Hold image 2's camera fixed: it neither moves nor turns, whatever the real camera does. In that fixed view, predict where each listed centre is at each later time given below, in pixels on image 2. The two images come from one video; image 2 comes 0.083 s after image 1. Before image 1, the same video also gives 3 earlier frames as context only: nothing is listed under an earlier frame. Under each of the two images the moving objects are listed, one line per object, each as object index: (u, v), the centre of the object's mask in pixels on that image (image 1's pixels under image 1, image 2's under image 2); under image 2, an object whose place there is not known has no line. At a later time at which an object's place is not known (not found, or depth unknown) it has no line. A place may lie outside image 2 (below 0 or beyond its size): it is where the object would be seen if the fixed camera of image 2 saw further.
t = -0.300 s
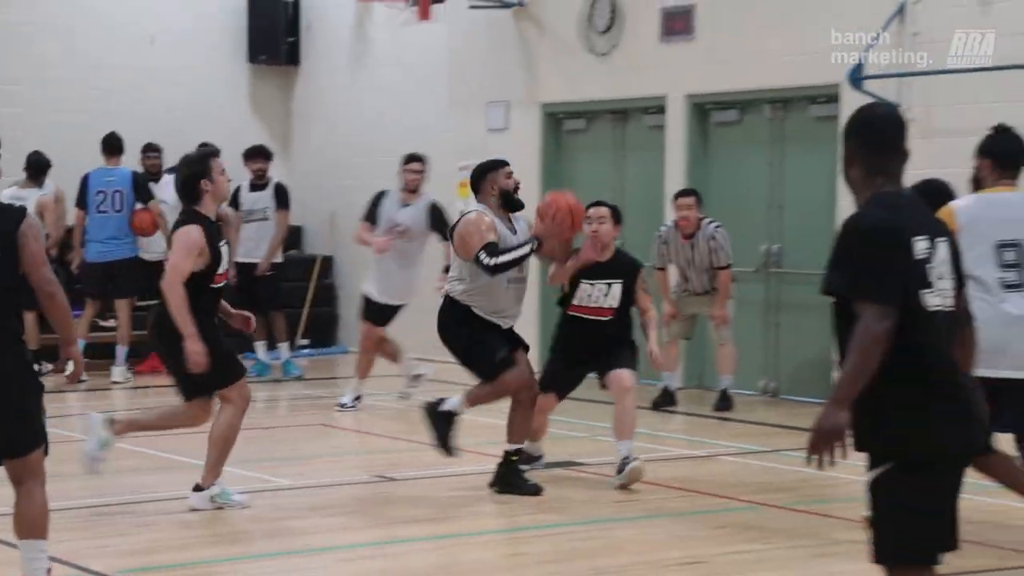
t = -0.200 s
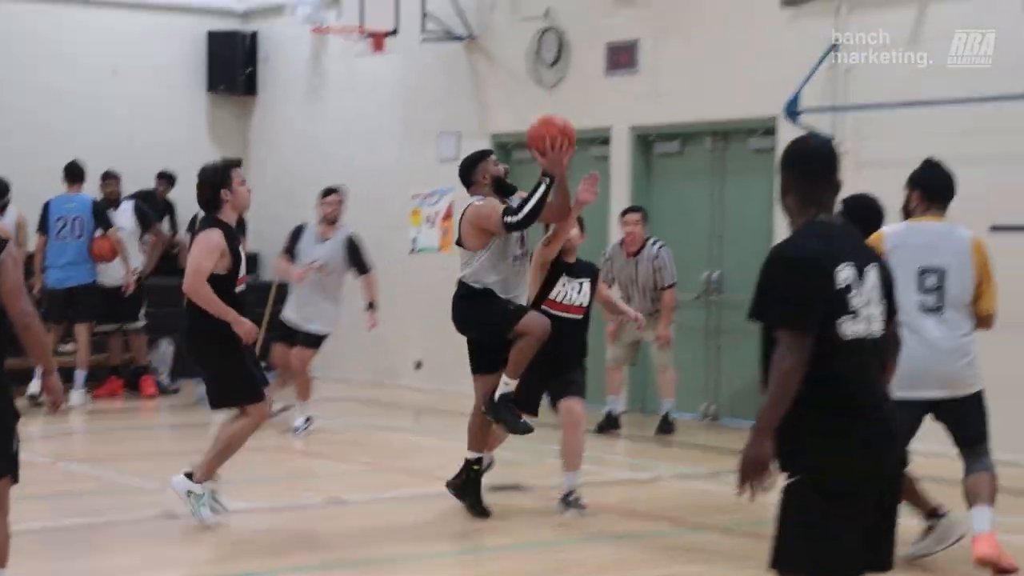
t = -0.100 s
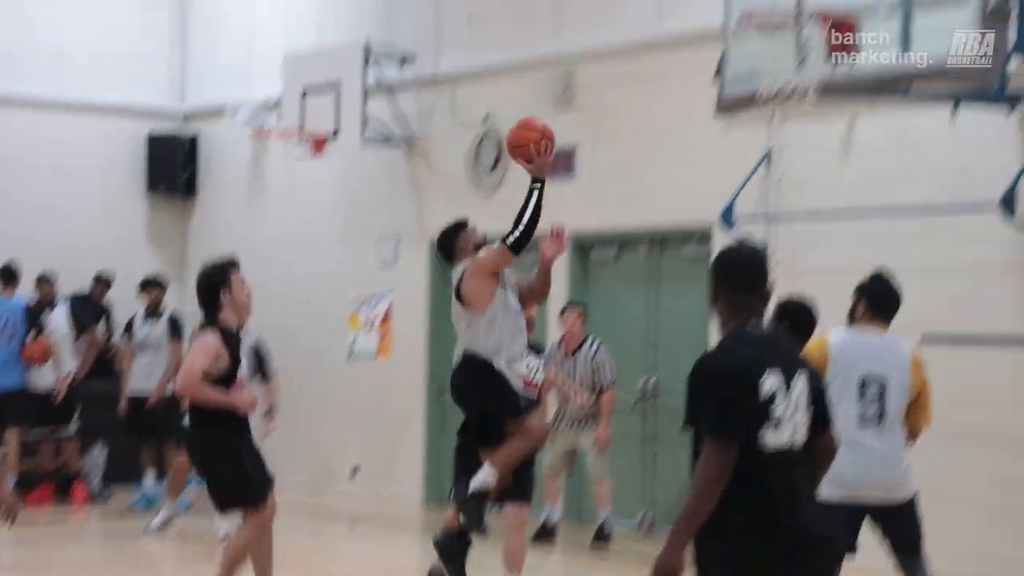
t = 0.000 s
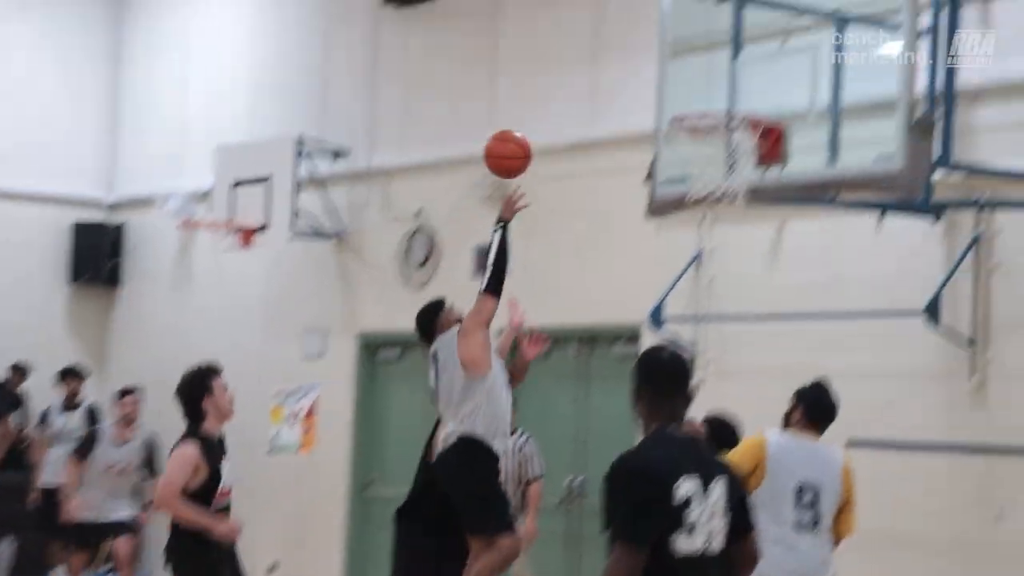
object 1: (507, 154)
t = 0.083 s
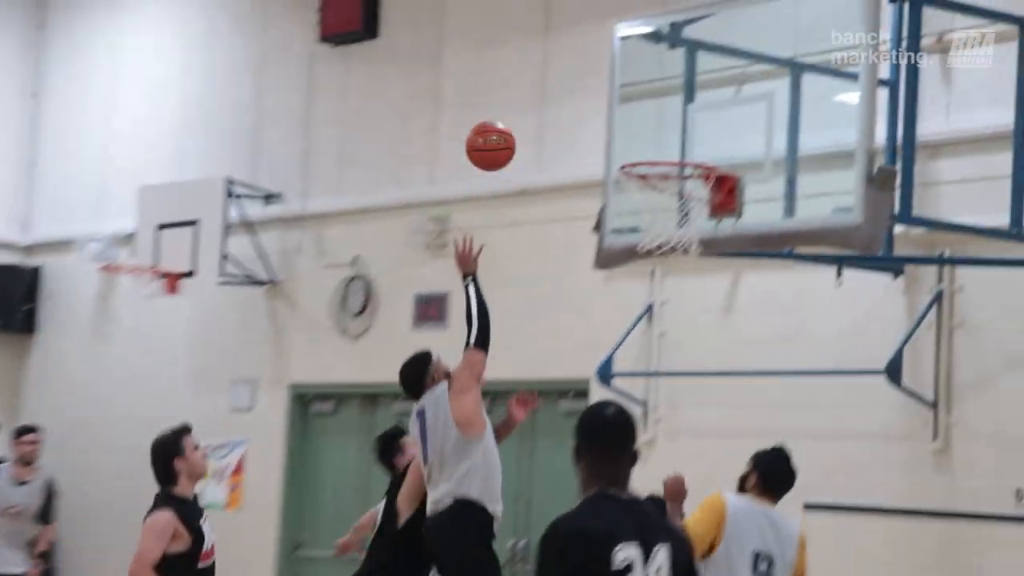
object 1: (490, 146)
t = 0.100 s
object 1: (498, 137)
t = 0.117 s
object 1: (506, 128)
